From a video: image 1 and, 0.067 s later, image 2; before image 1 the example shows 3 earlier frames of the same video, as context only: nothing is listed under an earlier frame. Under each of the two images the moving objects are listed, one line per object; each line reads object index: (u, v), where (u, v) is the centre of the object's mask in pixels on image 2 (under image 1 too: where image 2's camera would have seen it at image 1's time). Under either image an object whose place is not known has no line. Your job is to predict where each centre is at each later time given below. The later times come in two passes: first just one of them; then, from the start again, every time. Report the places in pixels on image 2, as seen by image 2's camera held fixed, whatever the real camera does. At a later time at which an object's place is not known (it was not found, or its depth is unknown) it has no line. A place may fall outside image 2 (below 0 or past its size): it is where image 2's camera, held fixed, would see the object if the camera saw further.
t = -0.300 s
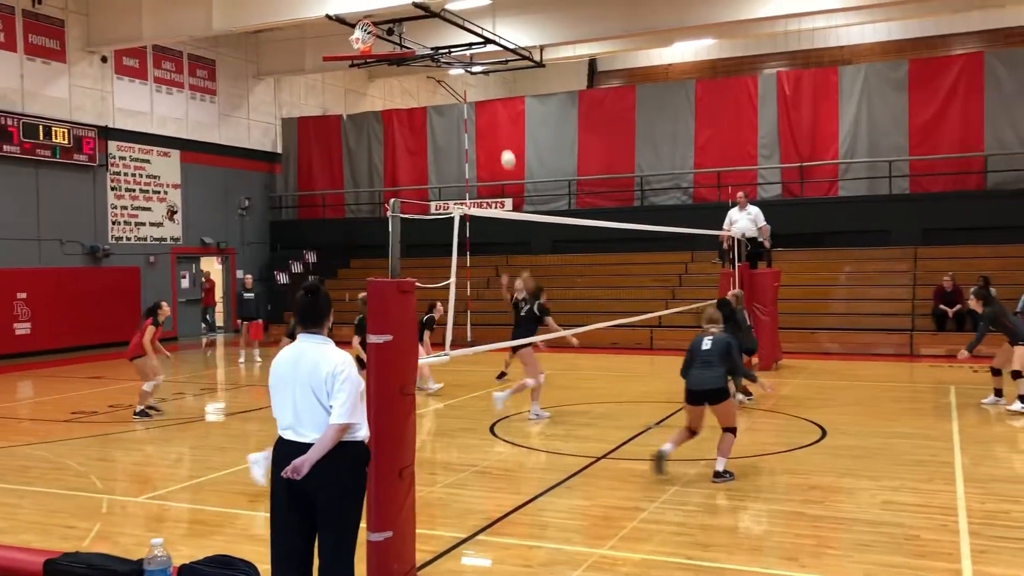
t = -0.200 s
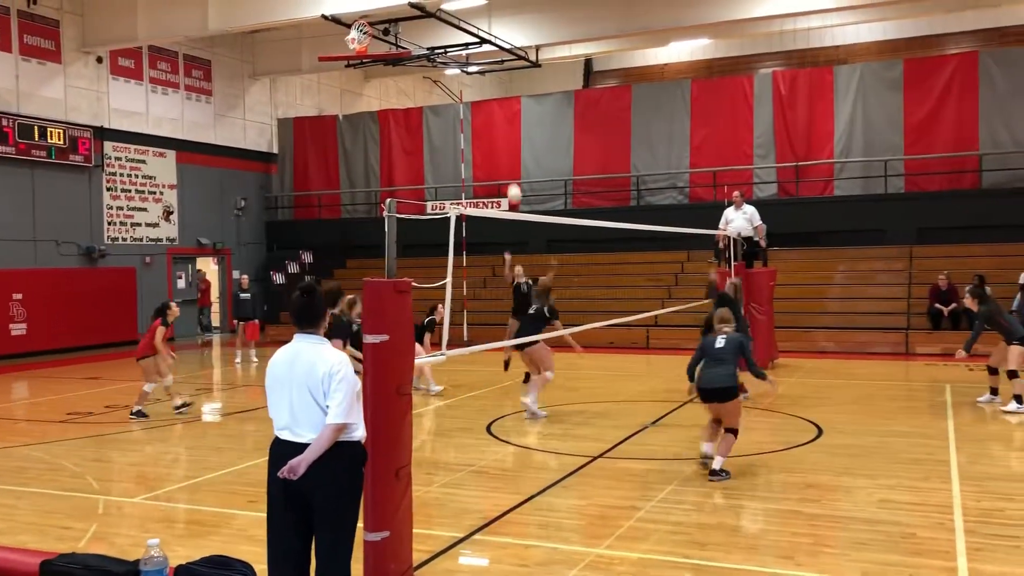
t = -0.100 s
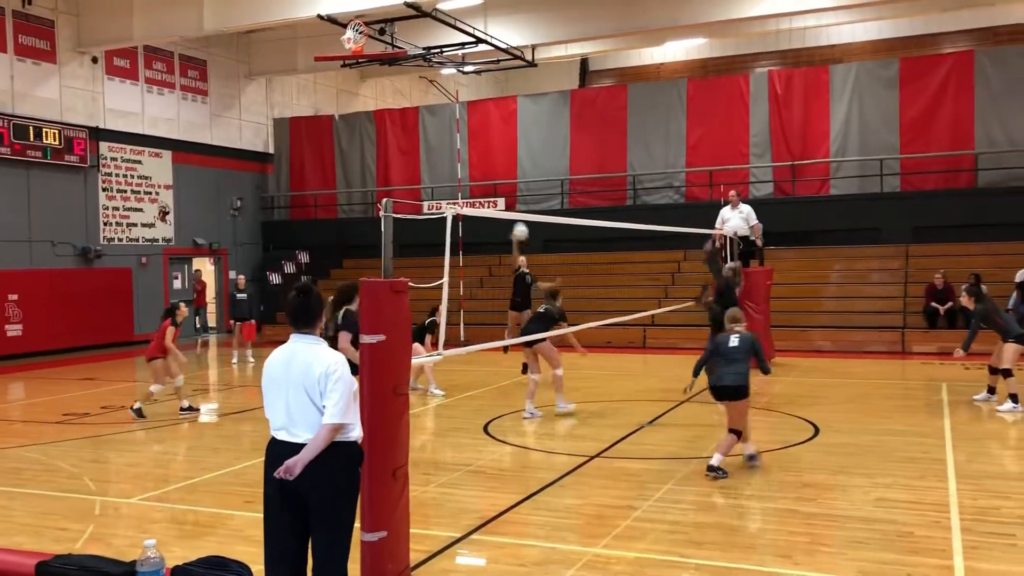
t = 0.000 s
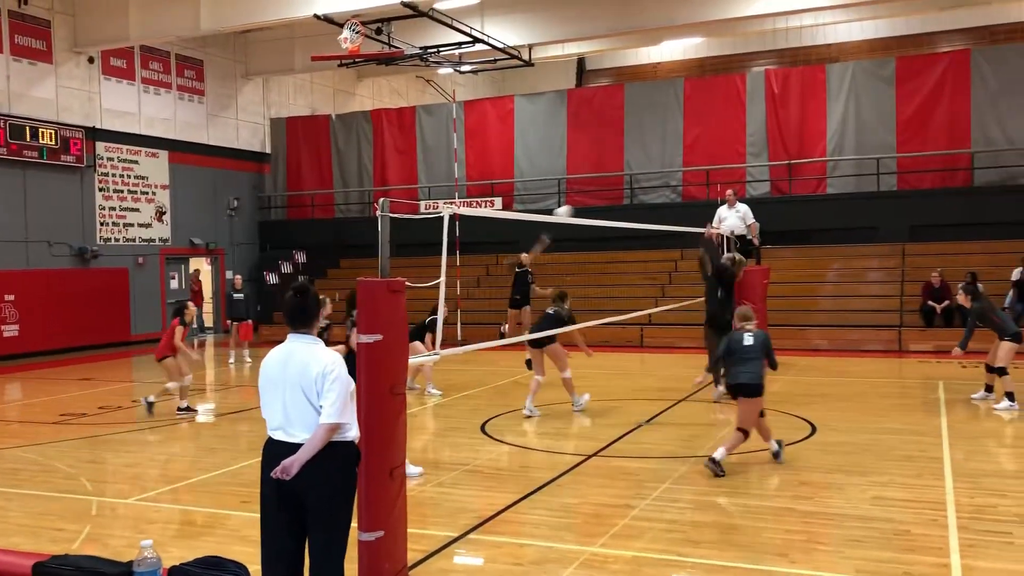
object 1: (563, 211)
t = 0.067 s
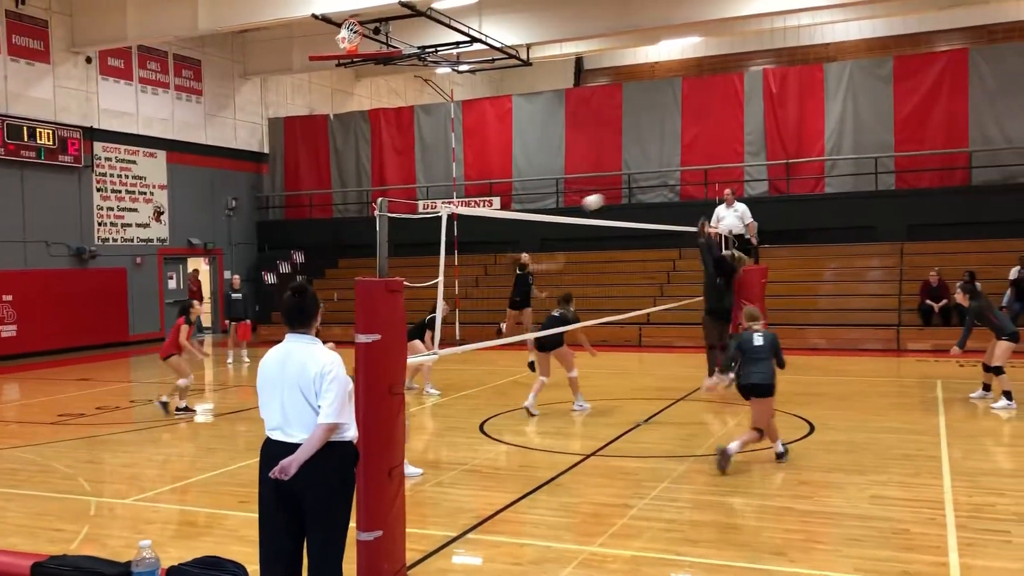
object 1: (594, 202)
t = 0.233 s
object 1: (677, 188)
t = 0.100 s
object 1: (610, 198)
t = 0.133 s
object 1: (626, 195)
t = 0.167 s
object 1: (643, 192)
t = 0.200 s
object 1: (660, 189)
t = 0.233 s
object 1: (677, 188)
